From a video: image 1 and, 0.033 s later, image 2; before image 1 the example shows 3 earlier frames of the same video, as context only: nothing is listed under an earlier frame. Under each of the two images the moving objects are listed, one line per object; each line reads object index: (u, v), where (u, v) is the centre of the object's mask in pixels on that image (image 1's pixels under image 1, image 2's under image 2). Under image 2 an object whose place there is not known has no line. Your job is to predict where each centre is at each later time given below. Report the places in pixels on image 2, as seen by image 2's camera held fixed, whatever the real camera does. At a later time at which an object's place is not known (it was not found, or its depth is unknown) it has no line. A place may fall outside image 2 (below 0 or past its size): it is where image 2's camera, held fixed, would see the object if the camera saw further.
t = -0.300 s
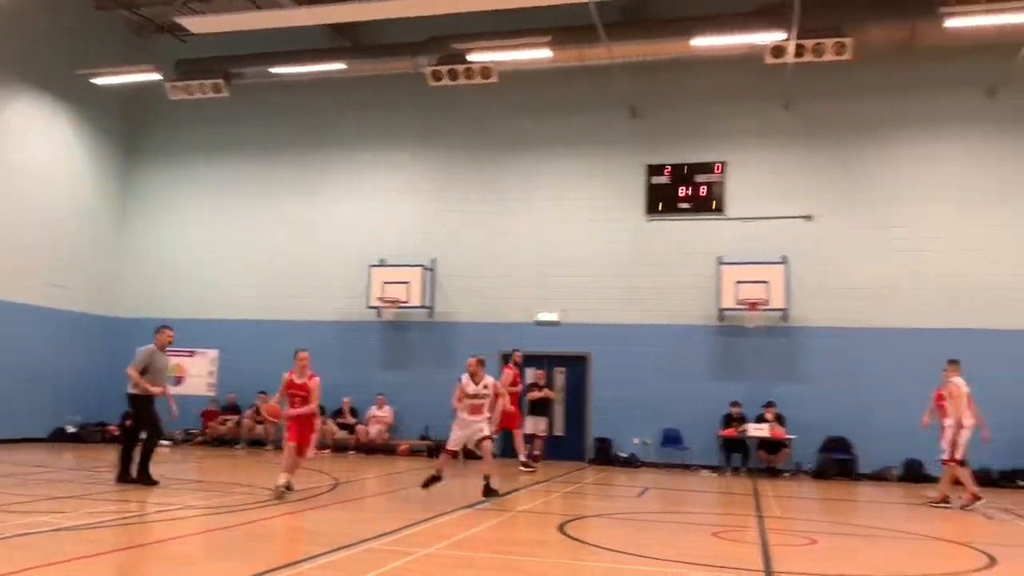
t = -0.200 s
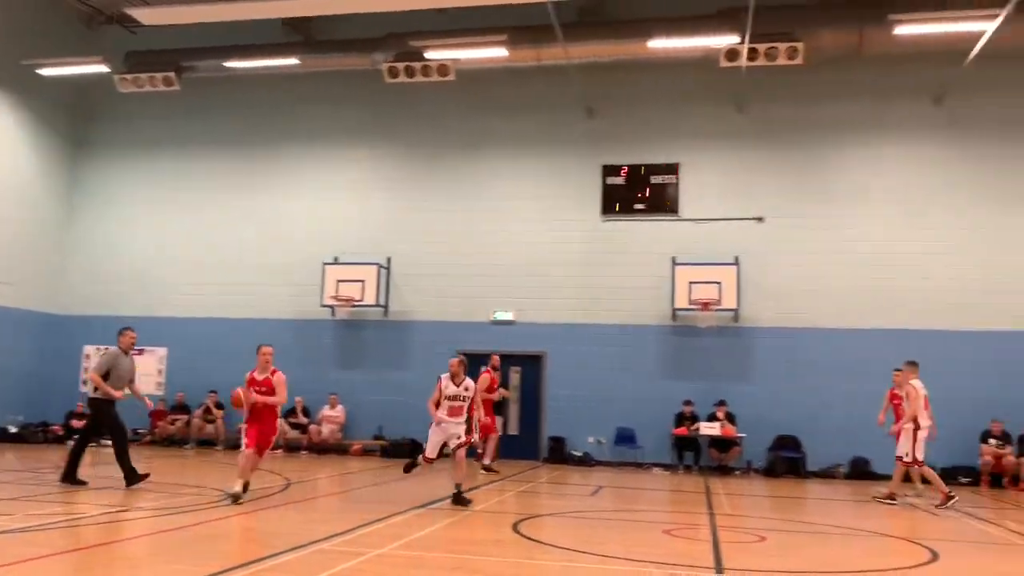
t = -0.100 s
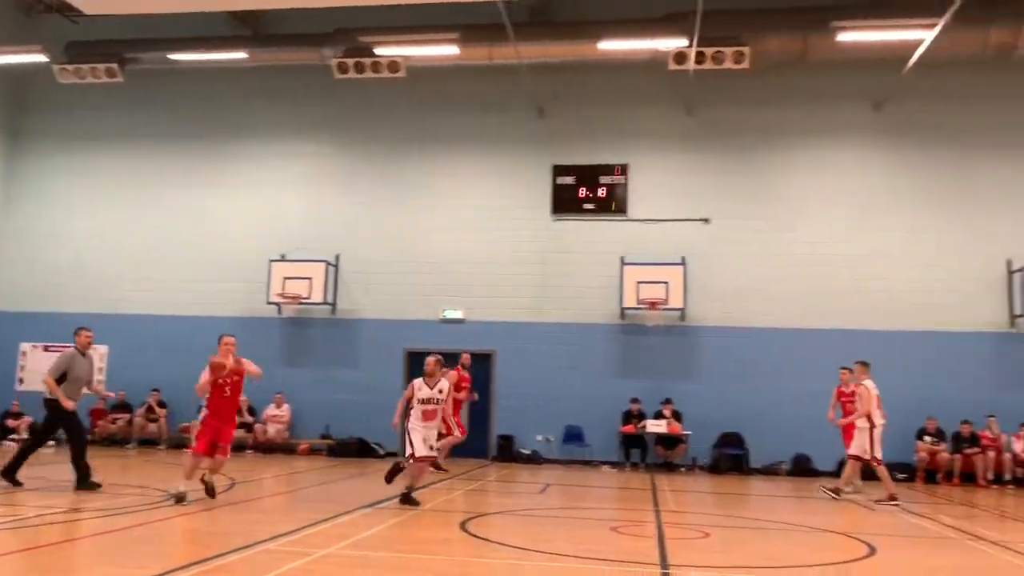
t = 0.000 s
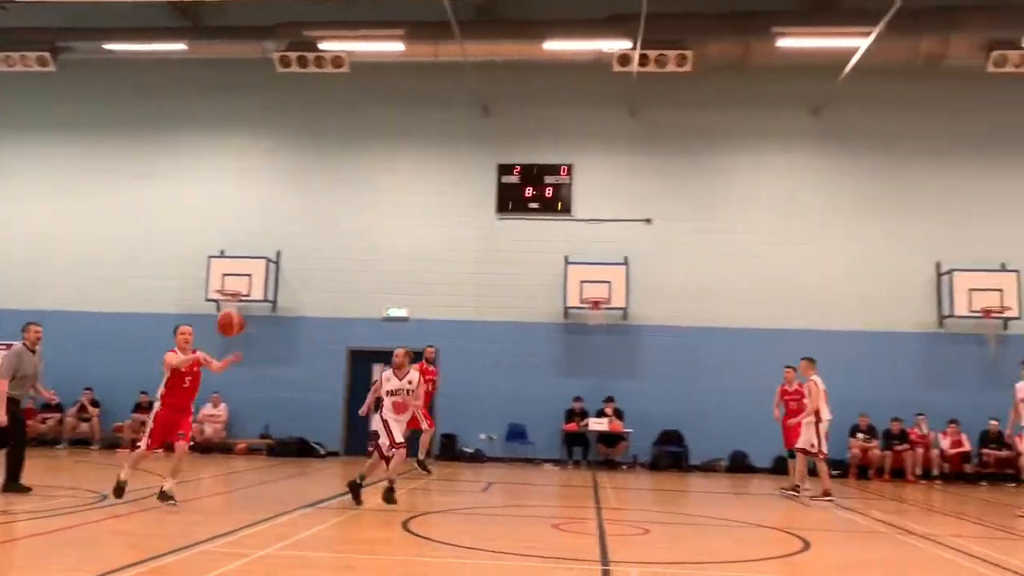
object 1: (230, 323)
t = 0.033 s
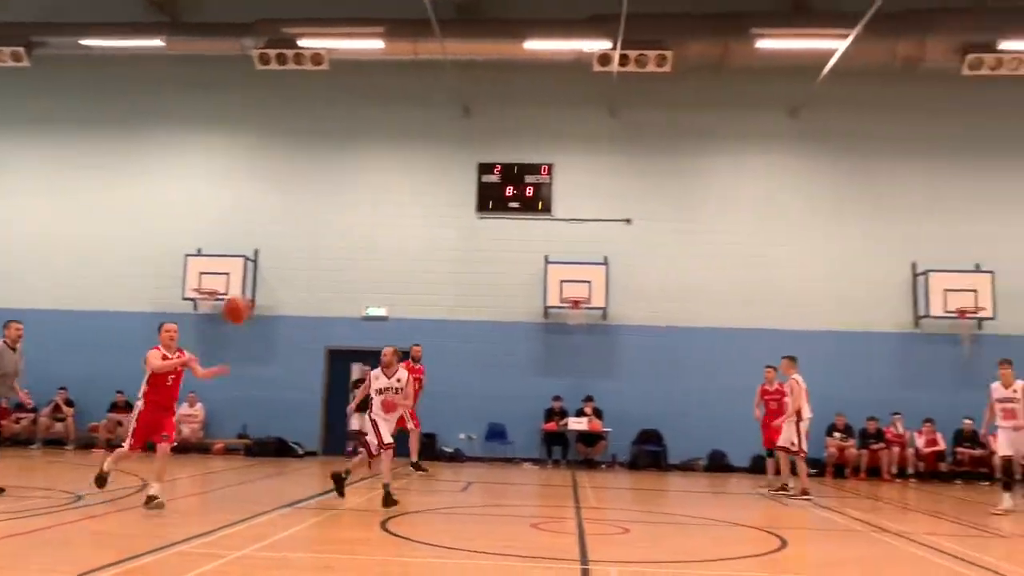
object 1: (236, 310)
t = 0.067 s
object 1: (270, 298)
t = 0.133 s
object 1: (345, 277)
